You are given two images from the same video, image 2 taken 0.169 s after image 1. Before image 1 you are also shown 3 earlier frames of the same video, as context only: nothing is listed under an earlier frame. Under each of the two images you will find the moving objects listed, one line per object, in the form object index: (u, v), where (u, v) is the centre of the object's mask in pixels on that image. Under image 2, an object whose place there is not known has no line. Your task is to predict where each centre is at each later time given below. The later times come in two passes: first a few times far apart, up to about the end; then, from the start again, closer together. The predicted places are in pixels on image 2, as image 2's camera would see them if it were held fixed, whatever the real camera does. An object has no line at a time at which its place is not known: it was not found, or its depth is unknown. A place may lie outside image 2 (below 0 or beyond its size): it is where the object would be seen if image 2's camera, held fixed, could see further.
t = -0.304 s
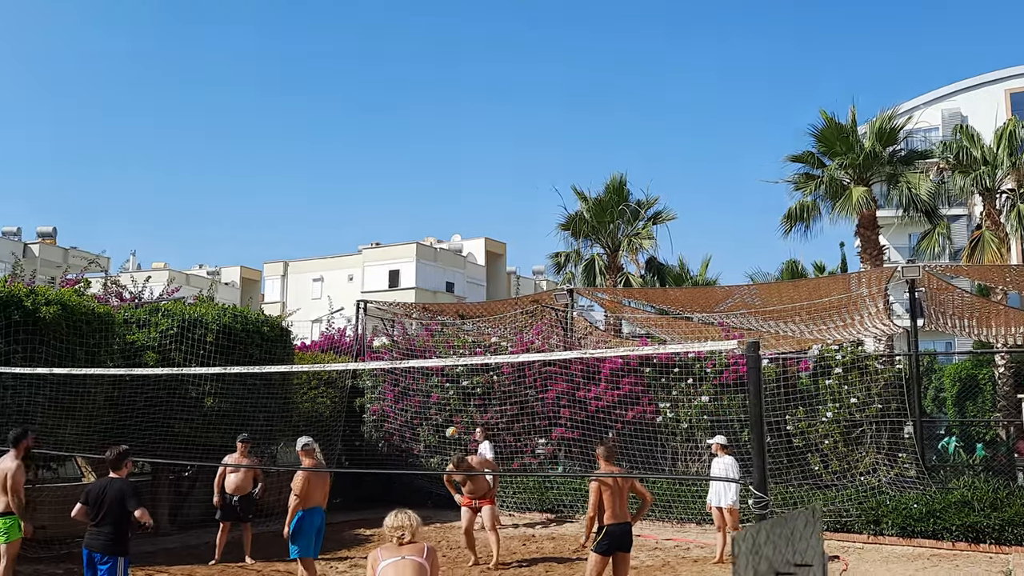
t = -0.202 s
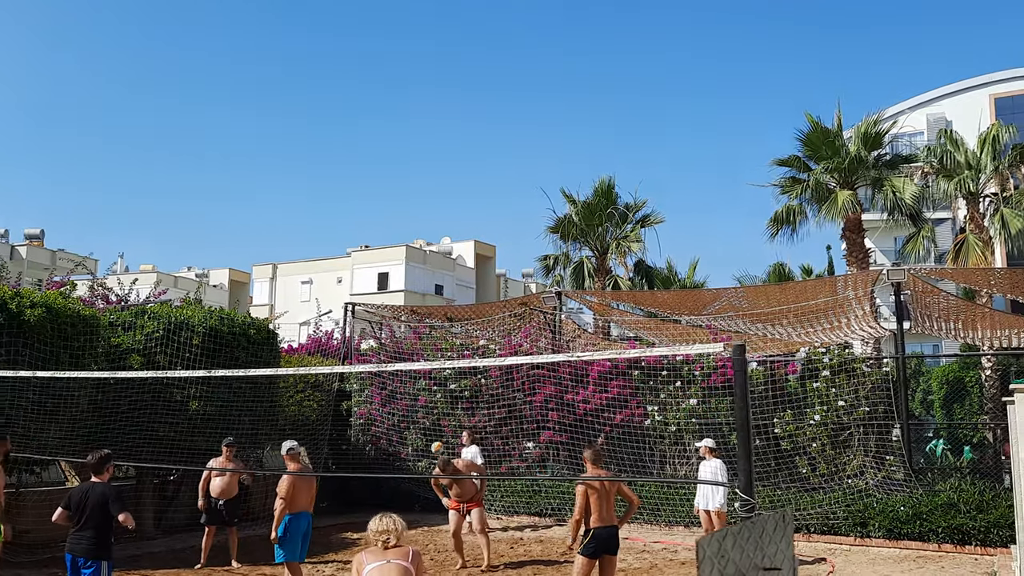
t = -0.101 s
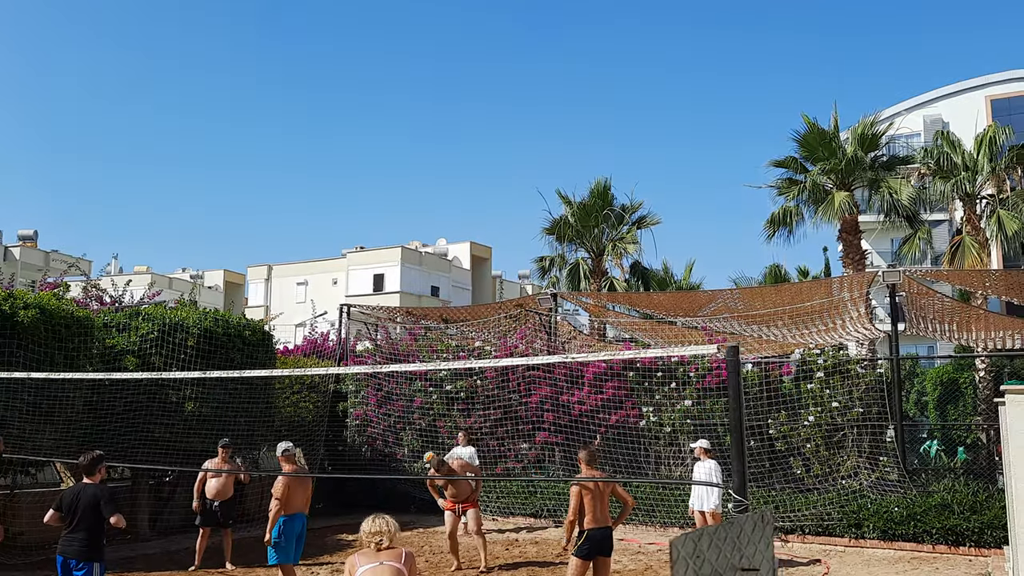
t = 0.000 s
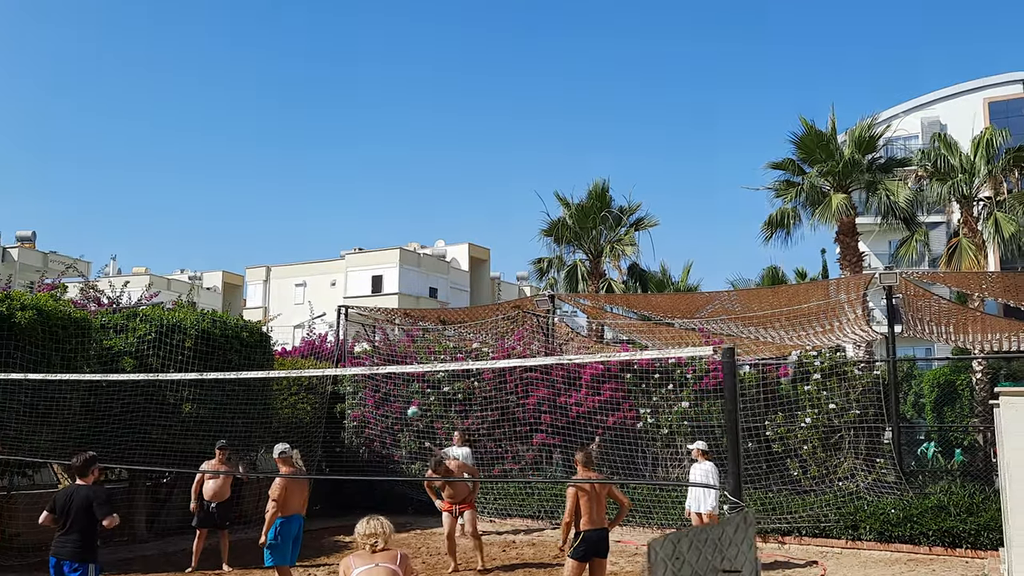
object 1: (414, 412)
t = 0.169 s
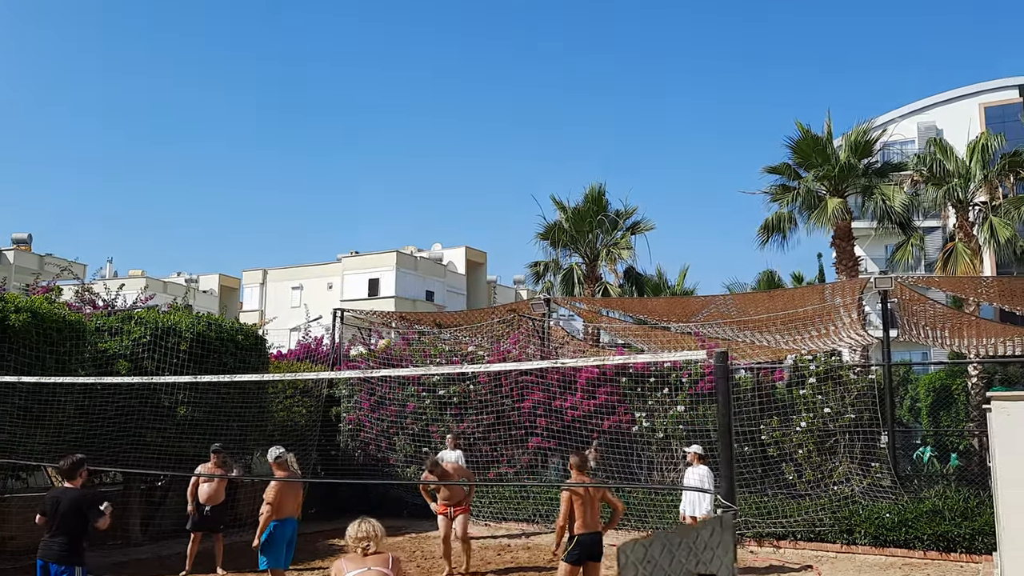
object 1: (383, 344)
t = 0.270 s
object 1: (360, 296)
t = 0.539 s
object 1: (299, 220)
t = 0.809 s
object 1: (213, 181)
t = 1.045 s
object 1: (98, 200)
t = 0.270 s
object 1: (360, 296)
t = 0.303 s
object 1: (353, 285)
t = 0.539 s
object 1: (299, 220)
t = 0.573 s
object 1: (291, 212)
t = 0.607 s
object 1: (282, 205)
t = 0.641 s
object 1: (271, 199)
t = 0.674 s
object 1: (261, 194)
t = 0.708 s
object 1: (250, 190)
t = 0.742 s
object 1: (239, 186)
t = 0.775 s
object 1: (226, 183)
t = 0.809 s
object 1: (213, 181)
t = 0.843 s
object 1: (199, 180)
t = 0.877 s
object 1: (185, 180)
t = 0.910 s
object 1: (169, 181)
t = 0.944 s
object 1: (153, 184)
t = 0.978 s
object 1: (136, 187)
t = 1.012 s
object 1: (118, 193)
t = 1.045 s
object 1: (98, 200)
